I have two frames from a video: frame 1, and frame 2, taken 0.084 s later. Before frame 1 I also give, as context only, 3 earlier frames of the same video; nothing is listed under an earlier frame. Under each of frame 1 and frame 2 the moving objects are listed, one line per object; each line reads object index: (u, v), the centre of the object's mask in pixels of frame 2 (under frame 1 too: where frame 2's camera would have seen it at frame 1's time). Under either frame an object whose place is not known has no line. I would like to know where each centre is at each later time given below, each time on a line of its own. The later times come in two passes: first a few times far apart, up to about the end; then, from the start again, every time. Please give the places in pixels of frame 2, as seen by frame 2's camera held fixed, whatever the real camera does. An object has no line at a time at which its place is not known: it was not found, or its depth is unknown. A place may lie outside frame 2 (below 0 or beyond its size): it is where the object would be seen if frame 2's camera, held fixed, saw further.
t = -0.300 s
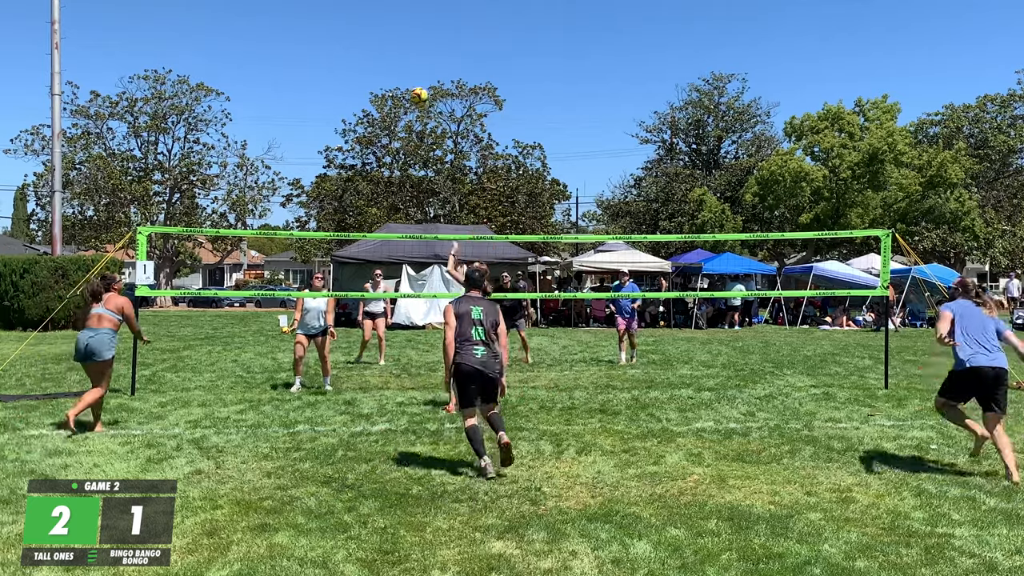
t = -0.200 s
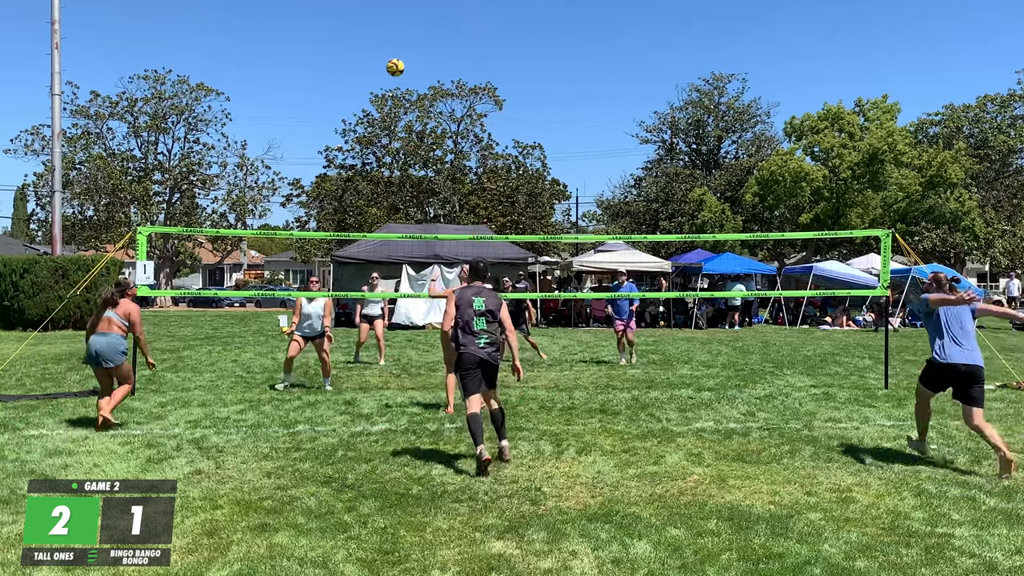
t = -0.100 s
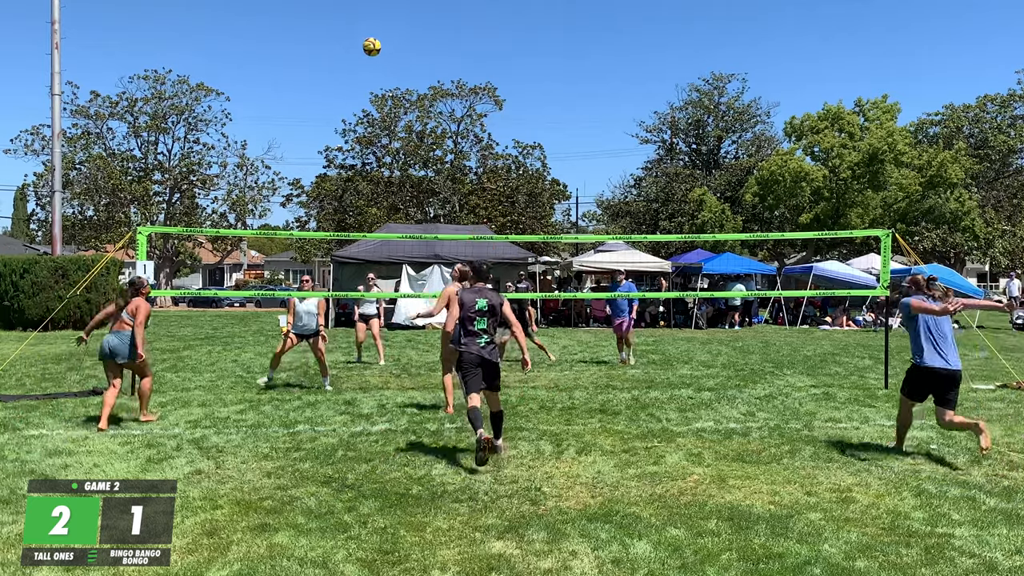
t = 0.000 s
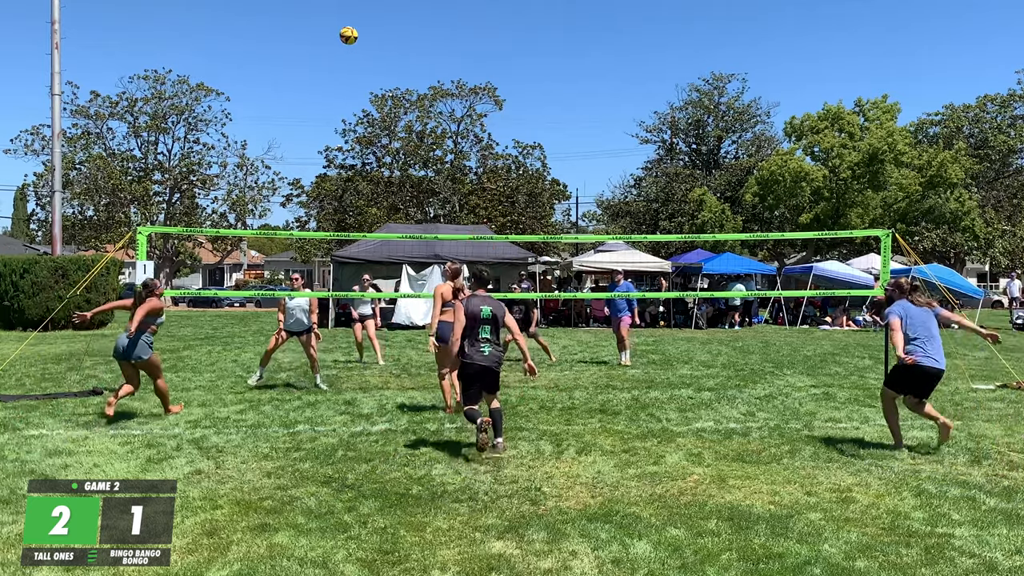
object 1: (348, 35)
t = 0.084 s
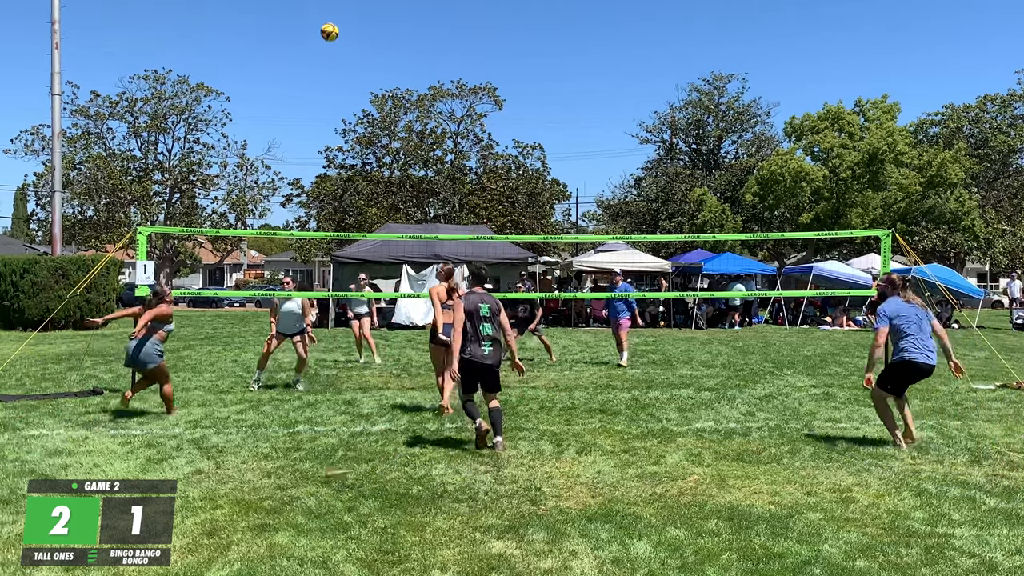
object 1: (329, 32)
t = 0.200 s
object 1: (303, 36)
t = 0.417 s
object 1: (256, 74)
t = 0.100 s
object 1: (326, 32)
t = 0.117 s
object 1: (322, 32)
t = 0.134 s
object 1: (318, 33)
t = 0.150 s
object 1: (315, 33)
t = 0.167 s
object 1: (310, 34)
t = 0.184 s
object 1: (307, 35)
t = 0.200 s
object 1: (303, 36)
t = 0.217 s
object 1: (300, 38)
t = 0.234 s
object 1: (296, 40)
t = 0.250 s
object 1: (292, 41)
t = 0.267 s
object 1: (289, 44)
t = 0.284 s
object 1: (285, 46)
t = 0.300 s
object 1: (281, 49)
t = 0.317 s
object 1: (278, 52)
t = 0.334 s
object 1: (274, 55)
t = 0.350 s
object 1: (270, 58)
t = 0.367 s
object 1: (267, 62)
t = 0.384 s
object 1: (263, 66)
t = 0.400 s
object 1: (260, 70)
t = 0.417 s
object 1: (256, 74)
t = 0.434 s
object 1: (253, 79)
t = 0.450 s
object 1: (250, 84)
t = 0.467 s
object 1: (246, 88)
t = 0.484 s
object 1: (242, 94)
